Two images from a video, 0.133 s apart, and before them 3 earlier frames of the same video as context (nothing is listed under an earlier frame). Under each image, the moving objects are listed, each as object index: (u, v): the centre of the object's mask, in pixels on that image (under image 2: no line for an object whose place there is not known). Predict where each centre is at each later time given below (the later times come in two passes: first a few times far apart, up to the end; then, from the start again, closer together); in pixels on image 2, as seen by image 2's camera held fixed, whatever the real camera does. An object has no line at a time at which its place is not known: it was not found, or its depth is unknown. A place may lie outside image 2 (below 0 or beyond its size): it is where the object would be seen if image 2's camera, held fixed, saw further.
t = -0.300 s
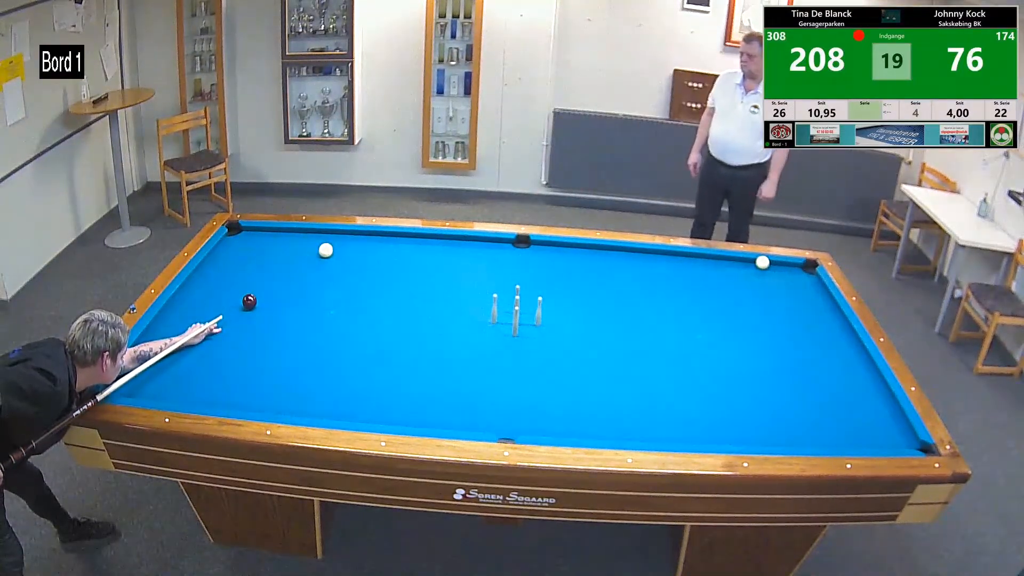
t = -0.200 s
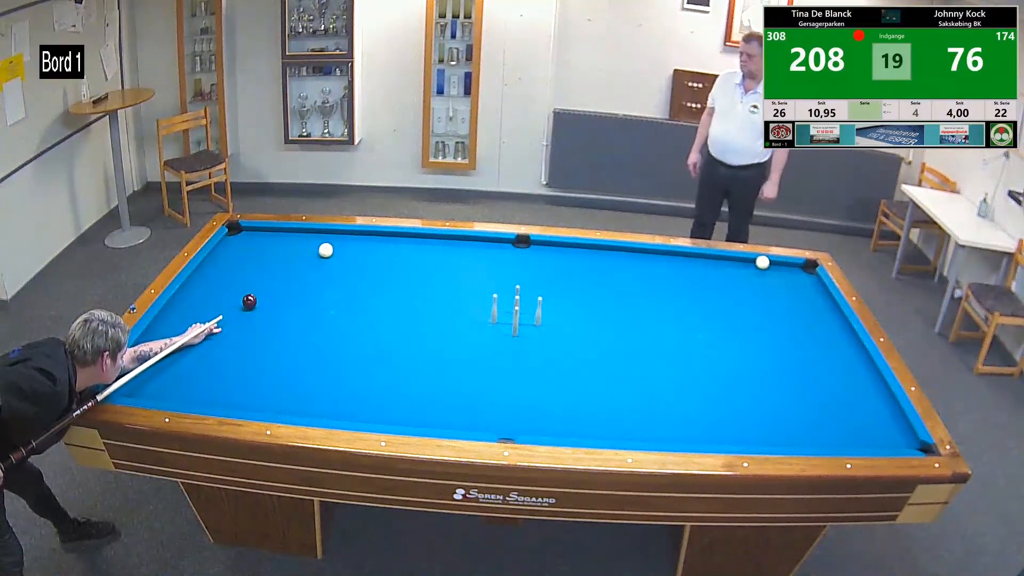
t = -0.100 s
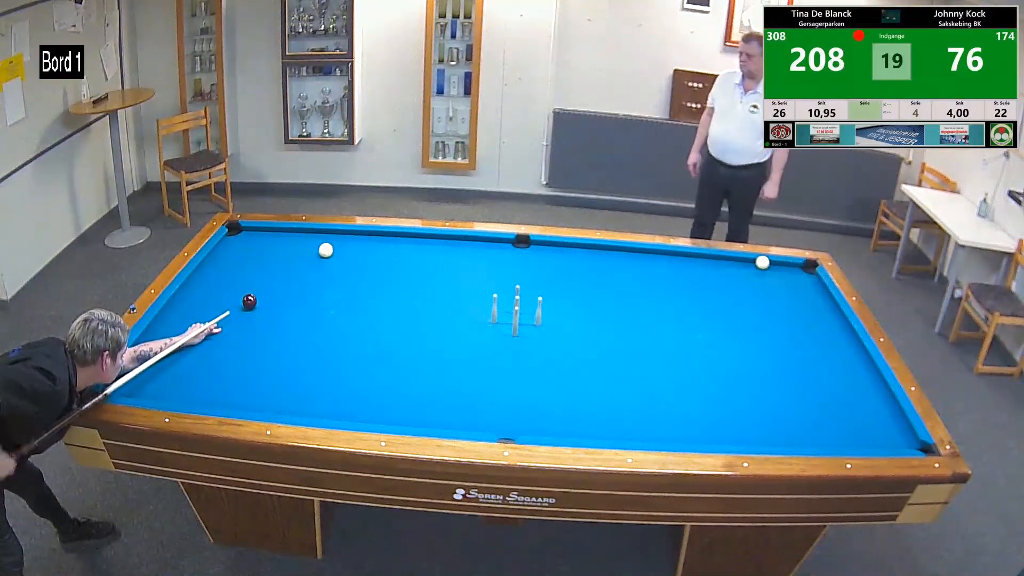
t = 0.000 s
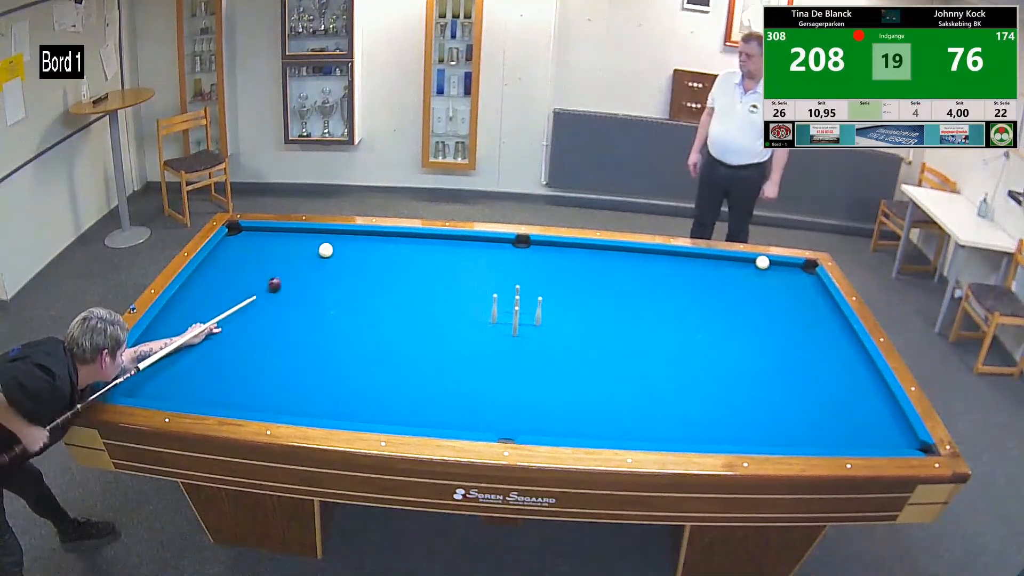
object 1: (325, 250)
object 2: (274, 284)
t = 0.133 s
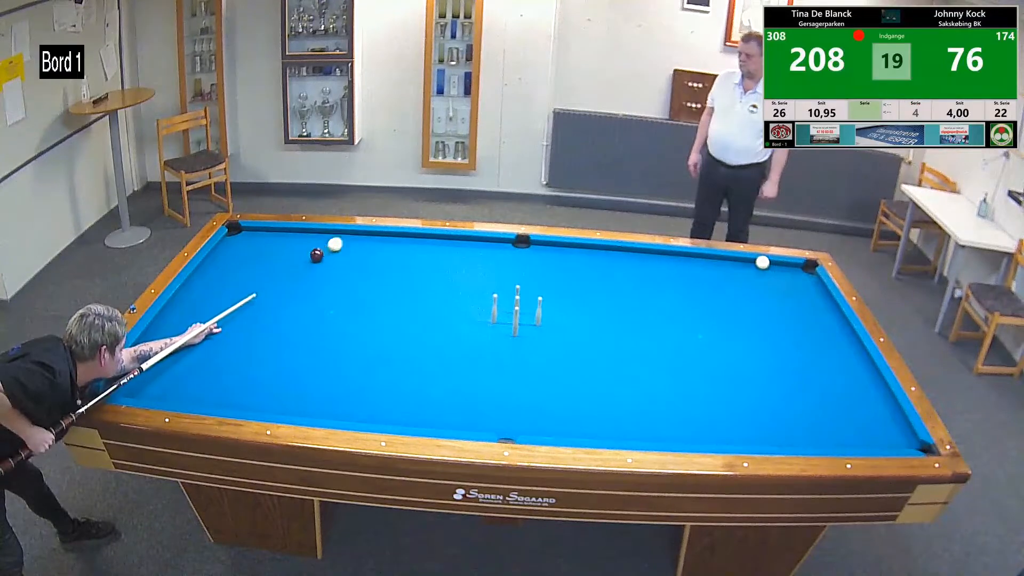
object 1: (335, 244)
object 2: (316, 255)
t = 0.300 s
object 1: (360, 249)
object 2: (317, 251)
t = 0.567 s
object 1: (370, 287)
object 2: (321, 244)
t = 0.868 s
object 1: (383, 337)
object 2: (326, 235)
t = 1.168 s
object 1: (401, 401)
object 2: (324, 235)
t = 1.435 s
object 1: (417, 398)
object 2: (319, 239)
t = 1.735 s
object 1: (430, 363)
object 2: (314, 243)
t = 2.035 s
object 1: (442, 333)
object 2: (308, 247)
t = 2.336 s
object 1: (453, 307)
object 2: (304, 250)
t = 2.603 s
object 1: (461, 287)
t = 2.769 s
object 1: (466, 275)
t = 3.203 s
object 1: (476, 249)
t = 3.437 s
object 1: (482, 240)
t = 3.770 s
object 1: (479, 252)
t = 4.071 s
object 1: (477, 262)
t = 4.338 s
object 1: (476, 270)
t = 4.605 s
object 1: (468, 279)
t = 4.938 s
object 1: (472, 290)
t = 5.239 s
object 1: (471, 299)
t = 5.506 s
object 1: (469, 308)
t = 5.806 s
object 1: (467, 317)
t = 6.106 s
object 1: (466, 326)
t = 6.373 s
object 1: (465, 334)
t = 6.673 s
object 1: (463, 342)
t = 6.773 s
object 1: (462, 345)
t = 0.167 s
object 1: (346, 238)
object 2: (316, 255)
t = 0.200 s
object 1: (356, 233)
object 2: (316, 254)
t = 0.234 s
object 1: (357, 238)
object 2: (316, 253)
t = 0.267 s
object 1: (358, 244)
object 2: (317, 252)
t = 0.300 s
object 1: (360, 249)
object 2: (317, 251)
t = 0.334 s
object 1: (361, 254)
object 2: (318, 250)
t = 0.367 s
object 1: (362, 258)
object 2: (318, 249)
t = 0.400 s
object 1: (363, 263)
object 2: (319, 248)
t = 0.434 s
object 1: (365, 268)
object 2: (319, 247)
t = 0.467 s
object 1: (366, 273)
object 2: (320, 246)
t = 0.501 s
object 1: (367, 277)
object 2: (320, 246)
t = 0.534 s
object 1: (368, 282)
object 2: (321, 244)
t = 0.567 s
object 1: (370, 287)
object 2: (321, 244)
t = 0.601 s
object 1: (371, 292)
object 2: (322, 243)
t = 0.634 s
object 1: (372, 297)
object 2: (322, 242)
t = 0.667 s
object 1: (374, 303)
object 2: (323, 241)
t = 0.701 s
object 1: (375, 308)
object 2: (324, 240)
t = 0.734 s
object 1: (377, 314)
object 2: (324, 239)
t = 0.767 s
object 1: (378, 319)
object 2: (324, 238)
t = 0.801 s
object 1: (380, 325)
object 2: (325, 237)
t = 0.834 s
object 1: (381, 331)
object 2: (325, 236)
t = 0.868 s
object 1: (383, 337)
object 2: (326, 235)
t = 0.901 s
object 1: (385, 344)
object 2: (326, 234)
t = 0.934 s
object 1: (387, 350)
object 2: (327, 234)
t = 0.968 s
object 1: (388, 357)
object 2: (327, 233)
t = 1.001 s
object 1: (391, 363)
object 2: (327, 233)
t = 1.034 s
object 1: (392, 371)
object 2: (326, 233)
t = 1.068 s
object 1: (395, 378)
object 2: (326, 234)
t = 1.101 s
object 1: (397, 386)
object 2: (325, 234)
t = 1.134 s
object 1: (399, 393)
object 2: (324, 235)
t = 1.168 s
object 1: (401, 401)
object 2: (324, 235)
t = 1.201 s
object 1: (404, 409)
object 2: (323, 236)
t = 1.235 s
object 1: (406, 416)
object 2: (322, 236)
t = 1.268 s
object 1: (408, 421)
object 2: (322, 237)
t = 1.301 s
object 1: (410, 417)
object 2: (321, 237)
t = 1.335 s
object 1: (412, 412)
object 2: (321, 237)
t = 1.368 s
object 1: (414, 407)
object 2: (320, 238)
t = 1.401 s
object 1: (415, 402)
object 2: (320, 238)
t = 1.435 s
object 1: (417, 398)
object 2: (319, 239)
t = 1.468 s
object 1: (418, 394)
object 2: (318, 239)
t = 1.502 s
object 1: (420, 389)
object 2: (318, 239)
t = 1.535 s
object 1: (422, 386)
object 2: (317, 240)
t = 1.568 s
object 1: (423, 381)
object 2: (317, 240)
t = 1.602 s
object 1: (425, 378)
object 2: (316, 241)
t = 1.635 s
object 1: (426, 374)
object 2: (315, 241)
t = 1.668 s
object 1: (428, 370)
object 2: (315, 242)
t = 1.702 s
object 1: (429, 366)
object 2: (314, 242)
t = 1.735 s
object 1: (430, 363)
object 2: (314, 243)
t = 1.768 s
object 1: (432, 359)
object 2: (313, 243)
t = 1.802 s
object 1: (433, 356)
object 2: (313, 244)
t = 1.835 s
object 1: (434, 352)
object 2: (312, 244)
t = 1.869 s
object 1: (436, 349)
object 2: (311, 245)
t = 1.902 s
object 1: (437, 346)
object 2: (311, 245)
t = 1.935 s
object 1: (438, 343)
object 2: (310, 246)
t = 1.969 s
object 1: (440, 339)
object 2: (310, 246)
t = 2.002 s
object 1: (441, 336)
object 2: (309, 246)
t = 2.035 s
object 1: (442, 333)
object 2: (308, 247)
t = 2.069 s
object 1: (444, 330)
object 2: (308, 247)
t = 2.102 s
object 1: (445, 327)
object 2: (308, 247)
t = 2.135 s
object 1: (446, 324)
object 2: (307, 248)
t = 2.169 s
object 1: (447, 321)
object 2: (307, 248)
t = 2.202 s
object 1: (448, 318)
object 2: (306, 248)
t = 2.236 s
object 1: (449, 315)
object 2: (305, 249)
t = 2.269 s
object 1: (451, 312)
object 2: (305, 249)
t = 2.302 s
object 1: (452, 310)
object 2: (305, 249)
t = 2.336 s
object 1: (453, 307)
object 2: (304, 250)
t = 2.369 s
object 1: (454, 304)
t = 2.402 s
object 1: (455, 302)
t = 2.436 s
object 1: (456, 299)
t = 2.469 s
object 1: (457, 297)
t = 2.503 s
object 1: (458, 294)
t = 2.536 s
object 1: (459, 292)
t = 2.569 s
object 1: (460, 289)
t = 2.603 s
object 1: (461, 287)
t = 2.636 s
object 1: (462, 284)
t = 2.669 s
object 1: (463, 282)
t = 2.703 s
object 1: (464, 280)
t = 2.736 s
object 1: (465, 278)
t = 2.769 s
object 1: (466, 275)
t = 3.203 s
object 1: (476, 249)
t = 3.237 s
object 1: (477, 248)
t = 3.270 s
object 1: (478, 246)
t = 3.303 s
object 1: (478, 244)
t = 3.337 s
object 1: (479, 243)
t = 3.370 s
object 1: (480, 241)
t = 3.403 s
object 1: (480, 240)
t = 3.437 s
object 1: (482, 240)
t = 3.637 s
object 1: (478, 247)
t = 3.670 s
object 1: (479, 249)
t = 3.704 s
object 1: (479, 250)
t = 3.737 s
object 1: (479, 251)
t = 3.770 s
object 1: (479, 252)
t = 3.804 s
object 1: (478, 253)
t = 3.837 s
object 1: (478, 254)
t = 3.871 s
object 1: (478, 255)
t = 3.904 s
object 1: (478, 256)
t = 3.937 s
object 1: (478, 257)
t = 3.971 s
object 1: (478, 258)
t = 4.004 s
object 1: (478, 260)
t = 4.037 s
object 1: (478, 261)
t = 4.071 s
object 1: (477, 262)
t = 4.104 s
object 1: (477, 263)
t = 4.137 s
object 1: (477, 264)
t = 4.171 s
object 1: (477, 265)
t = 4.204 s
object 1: (477, 266)
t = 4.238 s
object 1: (477, 267)
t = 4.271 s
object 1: (476, 268)
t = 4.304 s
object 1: (476, 269)
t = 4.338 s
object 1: (476, 270)
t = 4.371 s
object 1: (476, 271)
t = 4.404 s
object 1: (476, 272)
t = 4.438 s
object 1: (475, 273)
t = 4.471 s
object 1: (475, 274)
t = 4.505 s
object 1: (475, 276)
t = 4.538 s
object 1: (475, 277)
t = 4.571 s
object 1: (474, 278)
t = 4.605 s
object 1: (468, 279)
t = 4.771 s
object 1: (473, 284)
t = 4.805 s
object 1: (473, 285)
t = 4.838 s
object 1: (473, 286)
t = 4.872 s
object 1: (473, 287)
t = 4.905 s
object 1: (472, 289)
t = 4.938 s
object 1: (472, 290)
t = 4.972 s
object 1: (472, 291)
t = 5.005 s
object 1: (472, 292)
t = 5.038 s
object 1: (472, 293)
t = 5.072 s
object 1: (472, 294)
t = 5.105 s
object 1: (471, 295)
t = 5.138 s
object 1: (471, 296)
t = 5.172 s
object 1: (471, 297)
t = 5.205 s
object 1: (471, 298)
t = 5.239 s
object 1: (471, 299)
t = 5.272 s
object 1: (470, 300)
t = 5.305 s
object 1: (470, 301)
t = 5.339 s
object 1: (470, 302)
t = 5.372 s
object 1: (470, 303)
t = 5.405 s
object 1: (470, 304)
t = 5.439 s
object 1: (469, 306)
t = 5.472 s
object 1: (469, 307)
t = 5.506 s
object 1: (469, 308)
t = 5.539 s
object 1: (469, 309)
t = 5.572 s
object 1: (469, 310)
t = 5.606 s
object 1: (469, 311)
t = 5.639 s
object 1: (468, 312)
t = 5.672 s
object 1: (468, 313)
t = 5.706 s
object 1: (468, 314)
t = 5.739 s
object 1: (468, 315)
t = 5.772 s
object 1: (468, 316)
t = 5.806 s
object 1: (467, 317)
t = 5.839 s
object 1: (467, 318)
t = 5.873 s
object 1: (467, 319)
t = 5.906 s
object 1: (467, 320)
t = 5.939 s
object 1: (467, 321)
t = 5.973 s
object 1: (467, 322)
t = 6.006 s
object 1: (466, 323)
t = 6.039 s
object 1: (466, 324)
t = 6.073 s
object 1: (466, 325)
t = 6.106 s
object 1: (466, 326)
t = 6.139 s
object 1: (466, 327)
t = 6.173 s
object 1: (466, 328)
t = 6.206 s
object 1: (465, 329)
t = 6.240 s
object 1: (465, 330)
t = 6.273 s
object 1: (465, 331)
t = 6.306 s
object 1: (465, 332)
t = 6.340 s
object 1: (465, 332)
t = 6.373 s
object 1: (465, 334)
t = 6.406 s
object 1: (465, 334)
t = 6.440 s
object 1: (464, 336)
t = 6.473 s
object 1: (464, 336)
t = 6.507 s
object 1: (464, 337)
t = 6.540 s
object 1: (464, 338)
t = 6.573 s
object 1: (464, 339)
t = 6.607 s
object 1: (463, 340)
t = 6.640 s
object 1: (463, 341)
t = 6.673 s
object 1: (463, 342)
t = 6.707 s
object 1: (463, 343)
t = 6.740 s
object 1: (463, 344)
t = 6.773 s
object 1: (462, 345)
